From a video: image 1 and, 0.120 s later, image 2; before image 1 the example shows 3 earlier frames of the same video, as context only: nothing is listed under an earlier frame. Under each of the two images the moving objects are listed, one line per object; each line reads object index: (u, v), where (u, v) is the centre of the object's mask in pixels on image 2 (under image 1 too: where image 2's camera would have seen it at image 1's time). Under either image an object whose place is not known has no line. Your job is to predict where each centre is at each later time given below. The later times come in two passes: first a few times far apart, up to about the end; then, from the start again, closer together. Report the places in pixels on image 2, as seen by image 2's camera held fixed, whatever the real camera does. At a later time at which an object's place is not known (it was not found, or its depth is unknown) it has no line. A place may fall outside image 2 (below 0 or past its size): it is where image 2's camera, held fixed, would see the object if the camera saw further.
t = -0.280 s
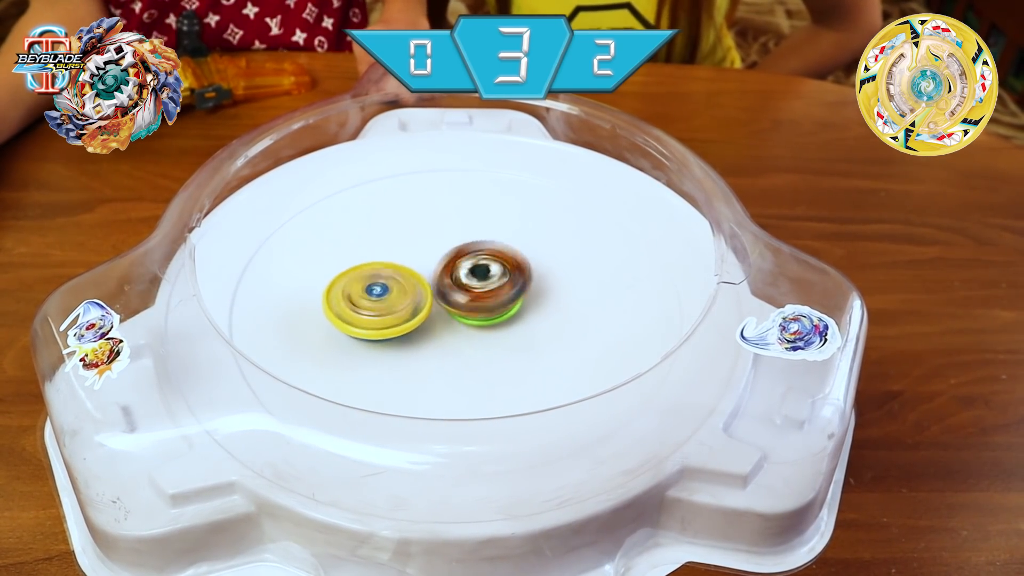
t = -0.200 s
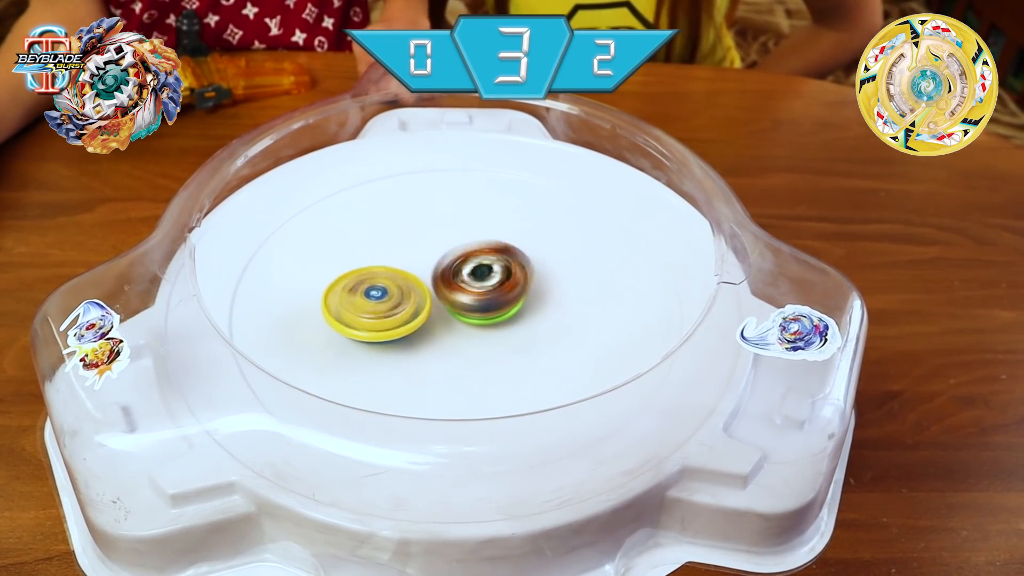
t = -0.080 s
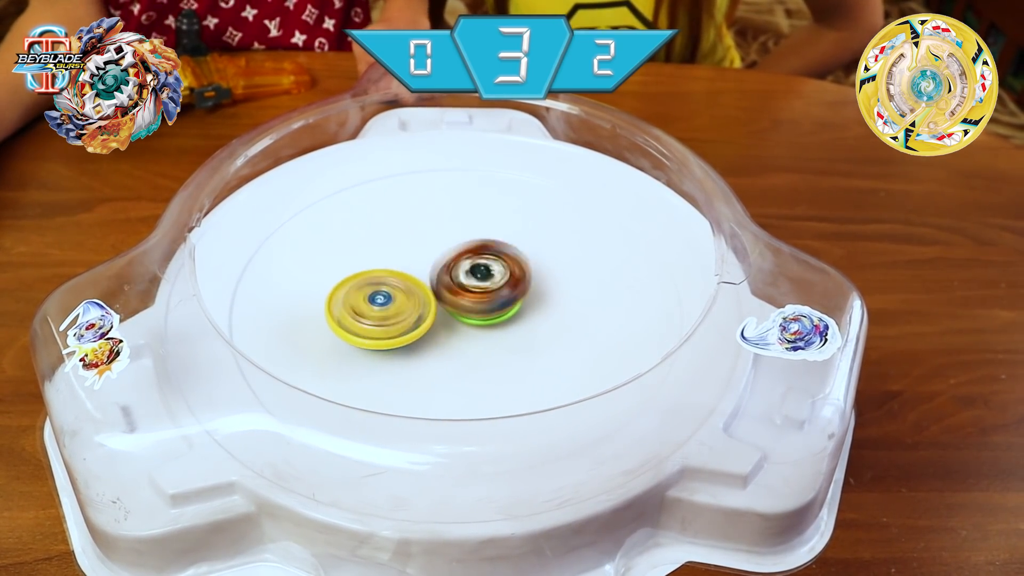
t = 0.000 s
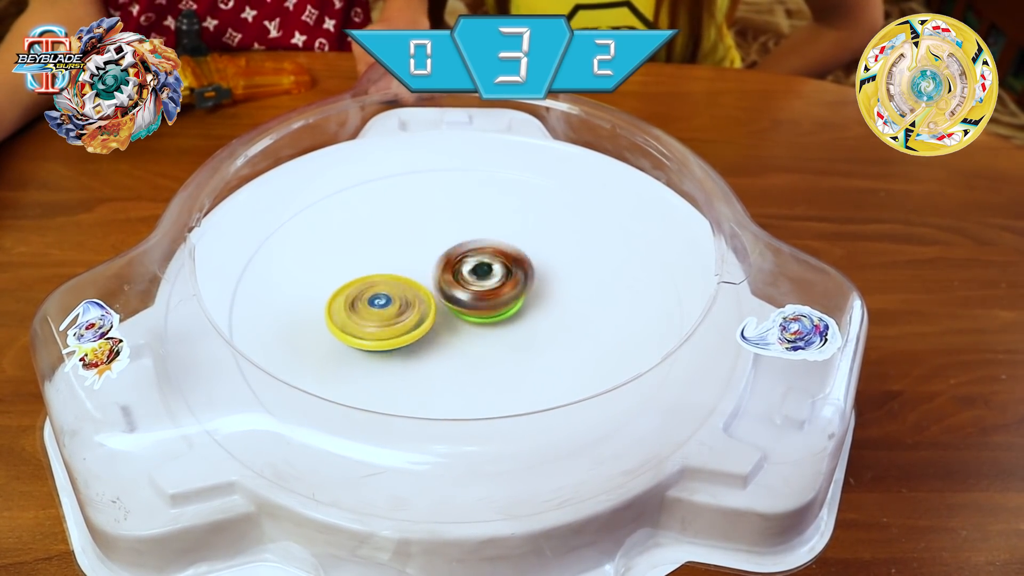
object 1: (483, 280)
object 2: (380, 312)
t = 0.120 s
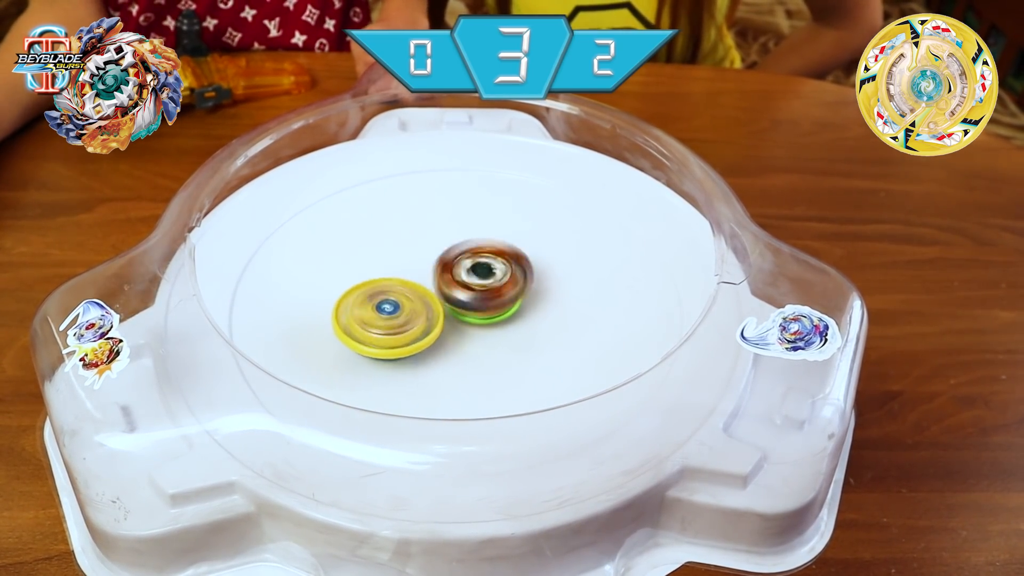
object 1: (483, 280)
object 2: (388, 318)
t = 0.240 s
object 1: (486, 276)
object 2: (384, 326)
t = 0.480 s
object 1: (486, 275)
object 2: (397, 335)
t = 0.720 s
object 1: (484, 276)
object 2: (422, 338)
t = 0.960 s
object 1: (481, 273)
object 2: (434, 347)
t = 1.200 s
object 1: (477, 274)
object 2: (447, 347)
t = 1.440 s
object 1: (471, 271)
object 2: (459, 347)
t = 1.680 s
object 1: (466, 269)
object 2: (471, 347)
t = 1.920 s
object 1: (462, 271)
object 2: (483, 345)
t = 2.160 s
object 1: (456, 272)
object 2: (493, 343)
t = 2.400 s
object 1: (452, 272)
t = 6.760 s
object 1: (456, 303)
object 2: (504, 237)
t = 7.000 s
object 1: (457, 309)
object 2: (502, 236)
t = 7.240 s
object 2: (489, 235)
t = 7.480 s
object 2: (476, 239)
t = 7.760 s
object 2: (461, 234)
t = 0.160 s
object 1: (482, 279)
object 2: (391, 320)
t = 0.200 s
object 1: (482, 278)
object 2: (389, 323)
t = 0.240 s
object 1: (486, 276)
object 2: (384, 326)
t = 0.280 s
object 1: (485, 276)
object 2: (386, 327)
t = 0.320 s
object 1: (486, 275)
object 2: (388, 330)
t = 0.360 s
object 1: (487, 274)
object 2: (389, 332)
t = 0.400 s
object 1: (486, 274)
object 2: (392, 333)
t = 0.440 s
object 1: (484, 275)
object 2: (394, 334)
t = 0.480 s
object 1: (486, 275)
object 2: (397, 335)
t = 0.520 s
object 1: (485, 275)
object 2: (400, 336)
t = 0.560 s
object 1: (484, 275)
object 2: (404, 336)
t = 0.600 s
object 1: (484, 276)
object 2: (409, 337)
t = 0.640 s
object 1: (484, 276)
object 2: (414, 337)
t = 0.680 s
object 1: (484, 276)
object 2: (420, 338)
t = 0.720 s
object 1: (484, 276)
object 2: (422, 338)
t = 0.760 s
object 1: (482, 274)
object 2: (424, 338)
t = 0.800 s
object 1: (481, 274)
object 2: (425, 339)
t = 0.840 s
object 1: (481, 274)
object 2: (427, 342)
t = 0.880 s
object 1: (480, 273)
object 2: (428, 344)
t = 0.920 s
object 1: (479, 273)
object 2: (432, 346)
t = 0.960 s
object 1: (481, 273)
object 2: (434, 347)
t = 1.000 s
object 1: (479, 273)
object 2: (436, 348)
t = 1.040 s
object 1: (479, 273)
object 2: (437, 348)
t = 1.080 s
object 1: (478, 274)
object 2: (439, 348)
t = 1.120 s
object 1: (477, 273)
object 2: (441, 349)
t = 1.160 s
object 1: (477, 274)
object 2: (444, 348)
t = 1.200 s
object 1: (477, 274)
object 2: (447, 347)
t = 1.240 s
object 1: (476, 274)
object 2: (449, 346)
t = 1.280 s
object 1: (475, 273)
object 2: (450, 346)
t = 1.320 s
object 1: (472, 271)
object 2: (451, 348)
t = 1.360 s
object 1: (471, 271)
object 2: (453, 348)
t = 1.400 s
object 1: (470, 271)
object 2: (457, 348)
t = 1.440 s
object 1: (471, 271)
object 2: (459, 347)
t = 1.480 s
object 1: (471, 271)
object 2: (462, 347)
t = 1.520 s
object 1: (471, 271)
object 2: (464, 346)
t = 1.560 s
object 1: (470, 270)
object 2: (466, 345)
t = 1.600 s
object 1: (468, 270)
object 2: (469, 345)
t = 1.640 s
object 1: (467, 270)
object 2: (471, 345)
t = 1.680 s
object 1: (466, 269)
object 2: (471, 347)
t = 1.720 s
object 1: (464, 270)
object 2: (474, 347)
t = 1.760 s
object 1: (466, 270)
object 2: (477, 348)
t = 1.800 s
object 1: (466, 270)
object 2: (478, 347)
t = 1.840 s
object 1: (465, 270)
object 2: (481, 346)
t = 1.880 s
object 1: (464, 271)
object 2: (482, 345)
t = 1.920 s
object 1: (462, 271)
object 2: (483, 345)
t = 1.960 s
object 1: (460, 271)
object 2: (484, 344)
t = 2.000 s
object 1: (458, 271)
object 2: (486, 346)
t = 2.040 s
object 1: (457, 271)
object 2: (486, 344)
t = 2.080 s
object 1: (459, 271)
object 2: (489, 344)
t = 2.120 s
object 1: (457, 271)
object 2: (489, 344)
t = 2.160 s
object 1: (456, 272)
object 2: (493, 343)
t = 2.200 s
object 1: (457, 272)
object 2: (493, 343)
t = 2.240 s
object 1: (457, 272)
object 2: (494, 342)
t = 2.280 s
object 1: (454, 271)
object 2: (495, 341)
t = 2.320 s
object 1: (453, 272)
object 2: (497, 341)
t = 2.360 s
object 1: (454, 272)
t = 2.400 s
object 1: (452, 272)
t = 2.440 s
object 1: (452, 273)
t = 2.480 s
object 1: (450, 272)
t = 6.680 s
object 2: (510, 238)
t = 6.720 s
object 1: (456, 303)
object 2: (507, 239)
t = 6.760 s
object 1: (456, 303)
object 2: (504, 237)
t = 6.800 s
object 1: (457, 304)
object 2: (505, 237)
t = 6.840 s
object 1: (459, 304)
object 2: (503, 238)
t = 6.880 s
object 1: (459, 303)
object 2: (500, 238)
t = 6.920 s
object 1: (459, 303)
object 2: (500, 237)
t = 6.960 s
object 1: (457, 304)
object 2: (499, 237)
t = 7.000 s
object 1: (457, 309)
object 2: (502, 236)
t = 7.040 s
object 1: (459, 309)
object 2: (500, 237)
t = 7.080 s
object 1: (458, 308)
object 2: (495, 236)
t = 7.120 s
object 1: (458, 308)
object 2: (494, 236)
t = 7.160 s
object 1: (455, 309)
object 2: (493, 235)
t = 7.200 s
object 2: (491, 236)
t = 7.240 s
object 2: (489, 235)
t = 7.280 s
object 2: (486, 236)
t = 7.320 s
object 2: (485, 236)
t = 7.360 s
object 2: (483, 237)
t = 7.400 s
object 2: (480, 238)
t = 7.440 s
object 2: (477, 238)
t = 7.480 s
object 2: (476, 239)
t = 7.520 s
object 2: (472, 239)
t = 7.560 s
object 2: (470, 240)
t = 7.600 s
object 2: (468, 239)
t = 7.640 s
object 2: (467, 239)
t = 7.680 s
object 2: (463, 239)
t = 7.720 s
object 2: (462, 237)
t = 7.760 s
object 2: (461, 234)
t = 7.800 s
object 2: (462, 234)
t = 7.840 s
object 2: (460, 234)
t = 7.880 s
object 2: (458, 234)
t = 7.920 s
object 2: (457, 232)
